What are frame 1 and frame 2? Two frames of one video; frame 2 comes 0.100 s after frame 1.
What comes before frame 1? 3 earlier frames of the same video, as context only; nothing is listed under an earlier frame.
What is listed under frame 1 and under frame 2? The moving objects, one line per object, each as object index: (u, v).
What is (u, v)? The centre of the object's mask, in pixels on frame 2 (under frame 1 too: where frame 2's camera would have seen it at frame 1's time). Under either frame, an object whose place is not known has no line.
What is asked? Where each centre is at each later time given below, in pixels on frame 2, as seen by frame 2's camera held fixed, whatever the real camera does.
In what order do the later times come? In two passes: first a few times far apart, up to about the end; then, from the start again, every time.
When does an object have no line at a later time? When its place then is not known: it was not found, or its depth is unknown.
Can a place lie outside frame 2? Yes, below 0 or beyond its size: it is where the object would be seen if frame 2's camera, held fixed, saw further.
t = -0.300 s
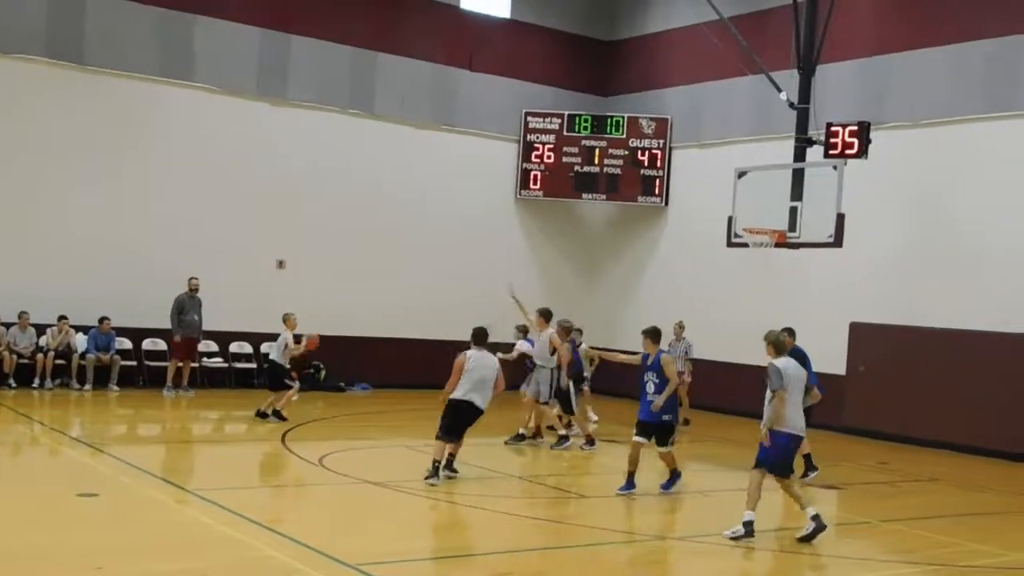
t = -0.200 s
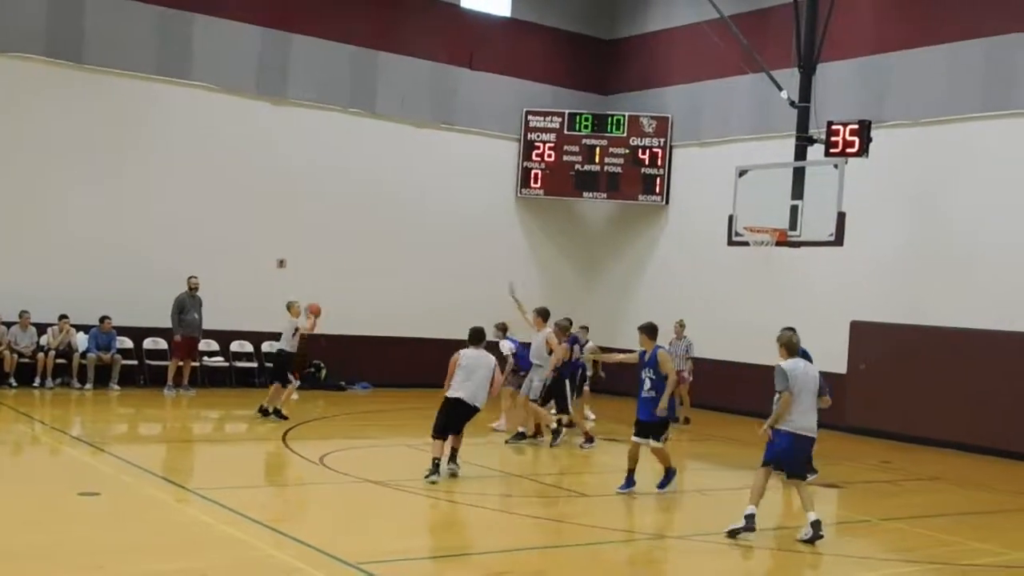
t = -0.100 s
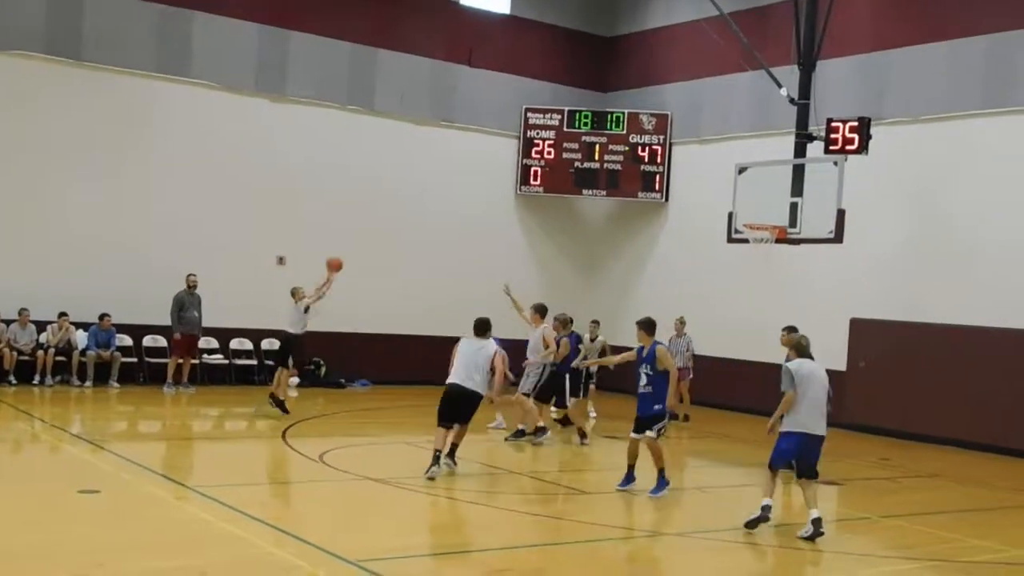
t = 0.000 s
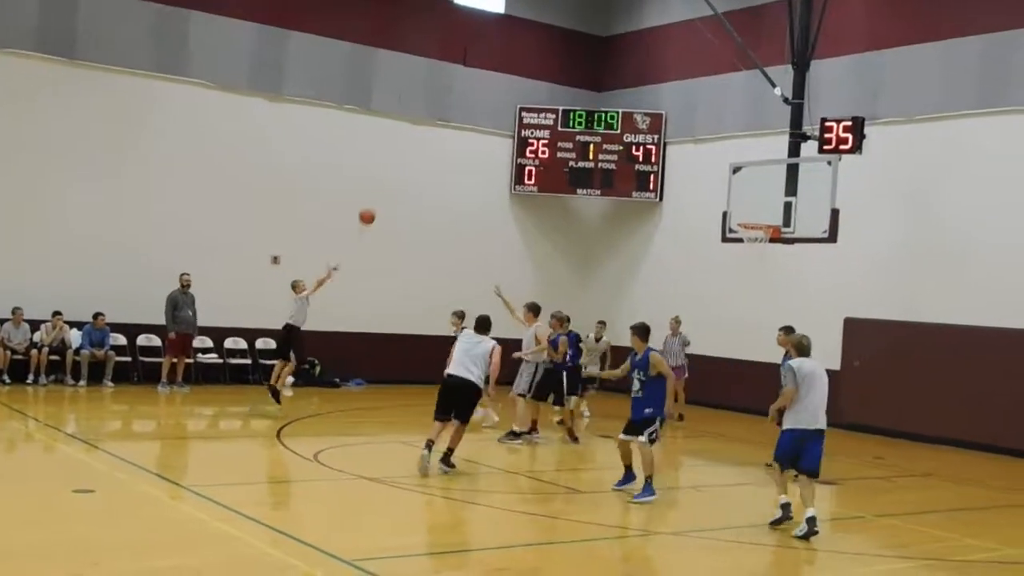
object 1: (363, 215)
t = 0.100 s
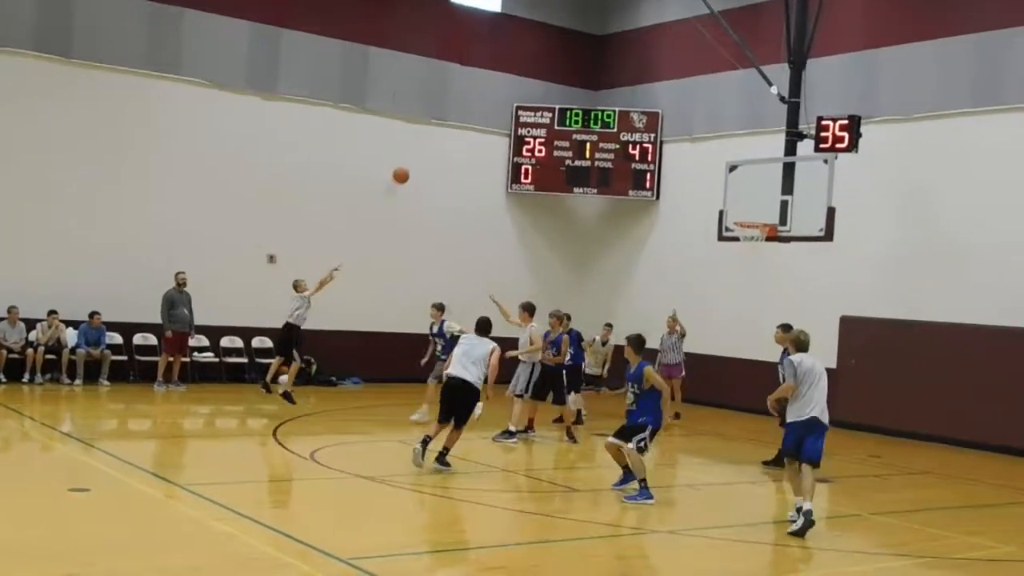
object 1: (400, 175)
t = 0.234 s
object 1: (449, 134)
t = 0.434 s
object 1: (519, 96)
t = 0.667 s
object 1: (598, 86)
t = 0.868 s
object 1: (663, 111)
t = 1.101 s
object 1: (736, 174)
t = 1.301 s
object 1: (755, 205)
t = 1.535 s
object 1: (719, 191)
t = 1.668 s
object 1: (696, 203)
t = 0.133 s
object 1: (413, 164)
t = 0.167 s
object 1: (425, 153)
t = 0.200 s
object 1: (437, 143)
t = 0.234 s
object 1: (449, 134)
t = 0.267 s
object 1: (461, 126)
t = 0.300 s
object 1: (473, 119)
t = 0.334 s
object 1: (485, 112)
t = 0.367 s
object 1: (496, 106)
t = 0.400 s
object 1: (507, 100)
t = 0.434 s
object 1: (519, 96)
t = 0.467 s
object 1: (531, 93)
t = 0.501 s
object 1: (542, 89)
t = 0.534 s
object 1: (553, 87)
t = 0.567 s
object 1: (564, 85)
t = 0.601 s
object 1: (575, 85)
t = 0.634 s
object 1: (586, 85)
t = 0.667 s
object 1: (598, 86)
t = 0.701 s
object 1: (608, 88)
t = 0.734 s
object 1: (619, 91)
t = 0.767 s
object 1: (630, 96)
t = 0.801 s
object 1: (641, 100)
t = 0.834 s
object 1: (652, 104)
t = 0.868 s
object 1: (663, 111)
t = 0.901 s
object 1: (673, 117)
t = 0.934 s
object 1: (684, 125)
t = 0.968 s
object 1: (694, 133)
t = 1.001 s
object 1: (705, 143)
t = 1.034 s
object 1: (715, 152)
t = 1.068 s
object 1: (727, 163)
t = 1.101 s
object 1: (736, 174)
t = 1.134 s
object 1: (747, 186)
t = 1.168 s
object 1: (756, 198)
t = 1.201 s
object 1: (766, 211)
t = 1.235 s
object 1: (764, 215)
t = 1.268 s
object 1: (760, 210)
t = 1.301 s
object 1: (755, 205)
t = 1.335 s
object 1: (750, 200)
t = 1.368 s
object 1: (745, 197)
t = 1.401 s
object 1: (740, 194)
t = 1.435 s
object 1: (735, 192)
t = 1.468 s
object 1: (730, 191)
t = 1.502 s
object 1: (725, 191)
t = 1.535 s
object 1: (719, 191)
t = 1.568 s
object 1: (714, 193)
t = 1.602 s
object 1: (708, 195)
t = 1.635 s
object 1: (702, 199)
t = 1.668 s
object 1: (696, 203)
